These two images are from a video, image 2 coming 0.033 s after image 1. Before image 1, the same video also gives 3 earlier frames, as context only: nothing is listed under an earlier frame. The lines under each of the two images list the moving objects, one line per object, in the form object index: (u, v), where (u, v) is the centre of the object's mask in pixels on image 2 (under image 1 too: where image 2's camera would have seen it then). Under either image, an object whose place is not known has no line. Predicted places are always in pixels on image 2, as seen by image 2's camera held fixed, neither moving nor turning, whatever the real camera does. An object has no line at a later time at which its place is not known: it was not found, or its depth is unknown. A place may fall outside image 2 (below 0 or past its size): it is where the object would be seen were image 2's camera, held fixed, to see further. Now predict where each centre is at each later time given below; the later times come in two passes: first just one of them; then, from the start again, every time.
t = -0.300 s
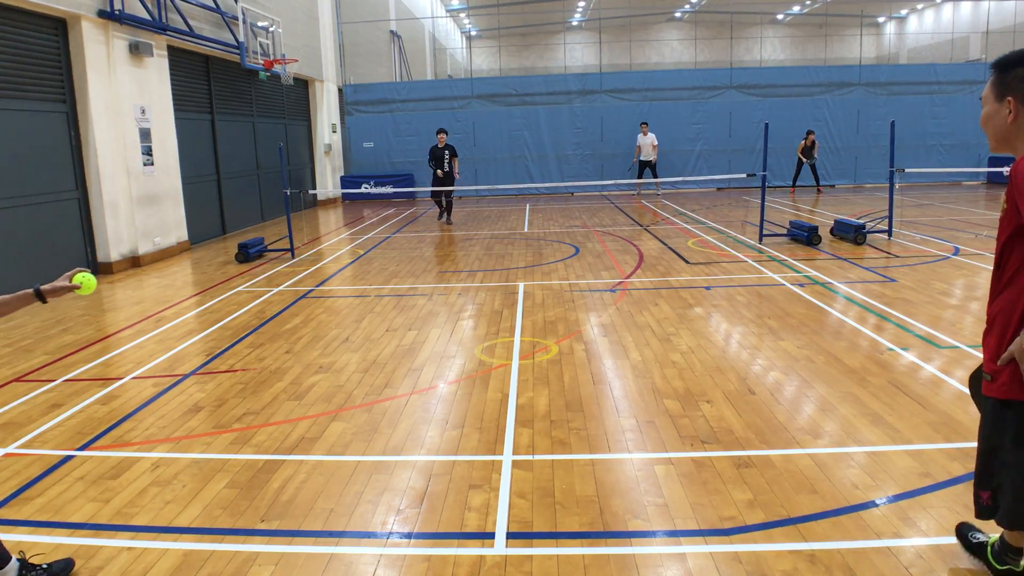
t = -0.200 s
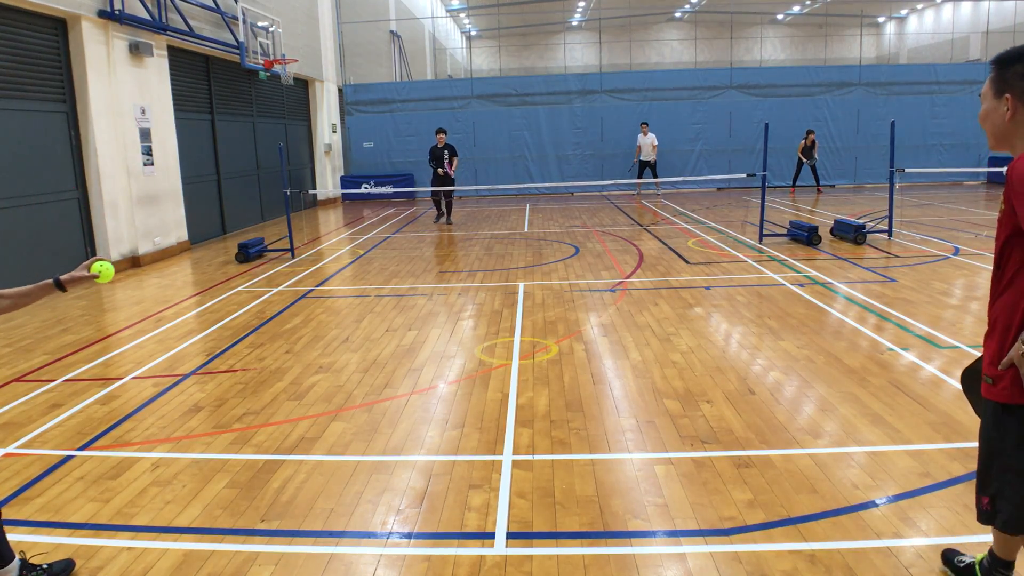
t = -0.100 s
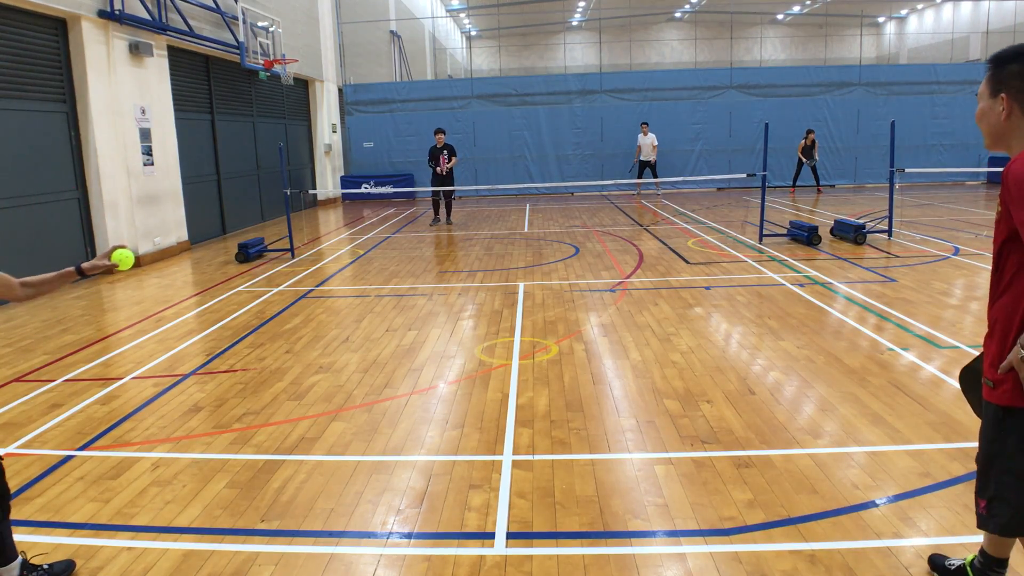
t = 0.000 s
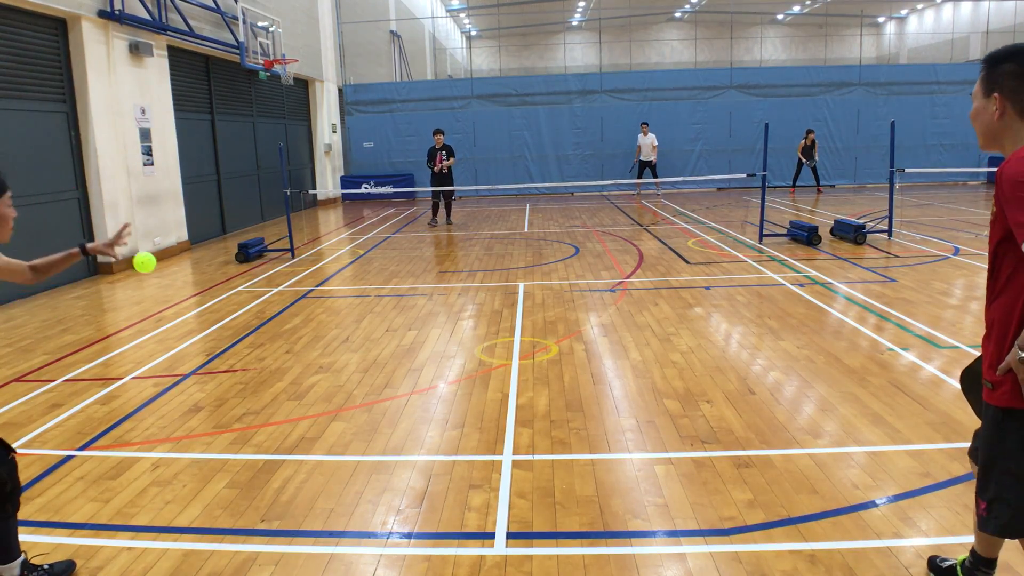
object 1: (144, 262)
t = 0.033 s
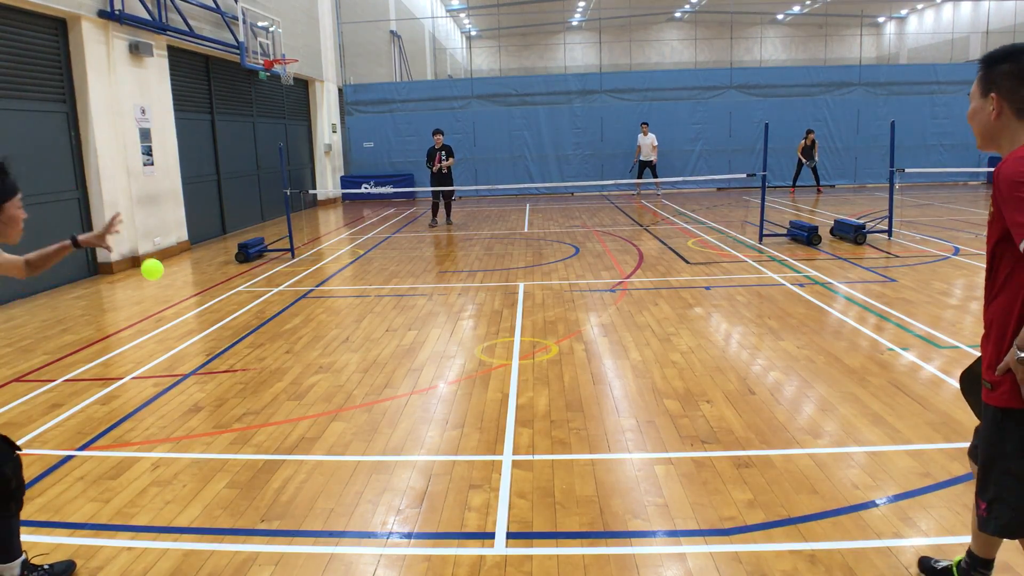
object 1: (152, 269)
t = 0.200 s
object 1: (195, 346)
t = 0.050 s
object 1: (156, 274)
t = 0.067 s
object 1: (160, 279)
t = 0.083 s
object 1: (164, 285)
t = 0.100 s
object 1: (168, 292)
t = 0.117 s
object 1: (173, 299)
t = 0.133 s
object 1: (177, 307)
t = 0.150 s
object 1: (181, 316)
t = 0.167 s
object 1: (185, 325)
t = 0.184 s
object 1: (190, 335)
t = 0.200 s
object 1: (195, 346)
